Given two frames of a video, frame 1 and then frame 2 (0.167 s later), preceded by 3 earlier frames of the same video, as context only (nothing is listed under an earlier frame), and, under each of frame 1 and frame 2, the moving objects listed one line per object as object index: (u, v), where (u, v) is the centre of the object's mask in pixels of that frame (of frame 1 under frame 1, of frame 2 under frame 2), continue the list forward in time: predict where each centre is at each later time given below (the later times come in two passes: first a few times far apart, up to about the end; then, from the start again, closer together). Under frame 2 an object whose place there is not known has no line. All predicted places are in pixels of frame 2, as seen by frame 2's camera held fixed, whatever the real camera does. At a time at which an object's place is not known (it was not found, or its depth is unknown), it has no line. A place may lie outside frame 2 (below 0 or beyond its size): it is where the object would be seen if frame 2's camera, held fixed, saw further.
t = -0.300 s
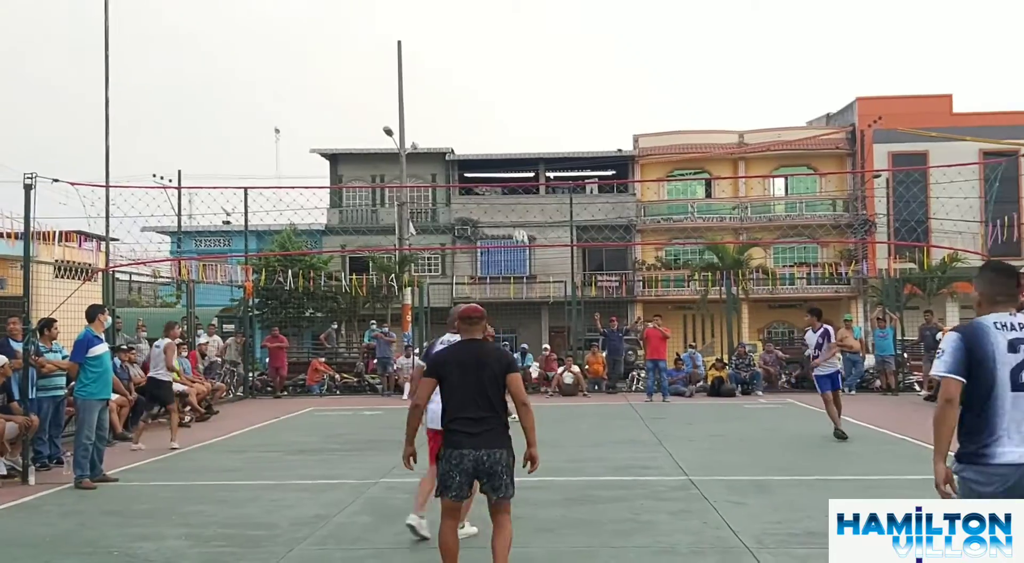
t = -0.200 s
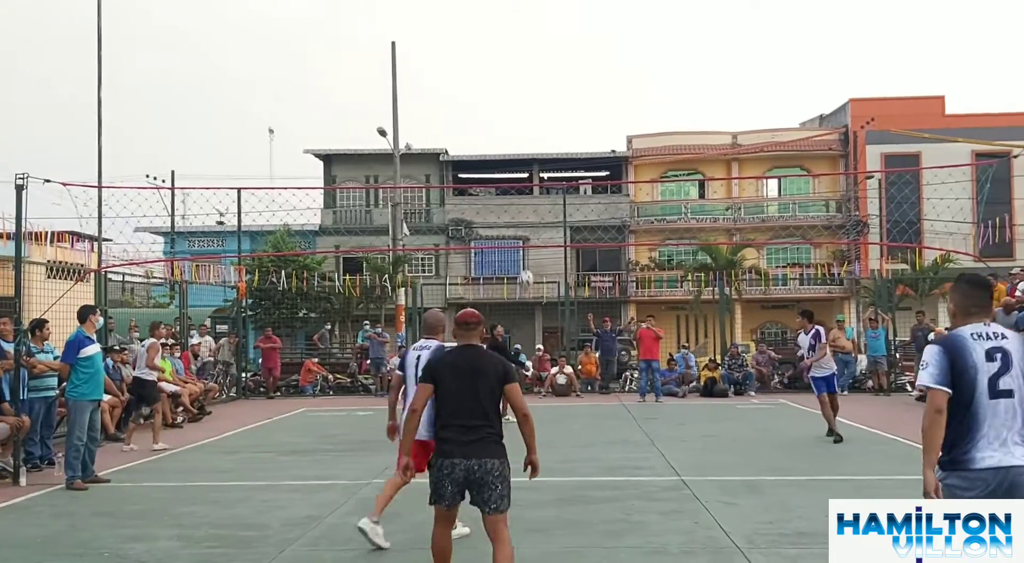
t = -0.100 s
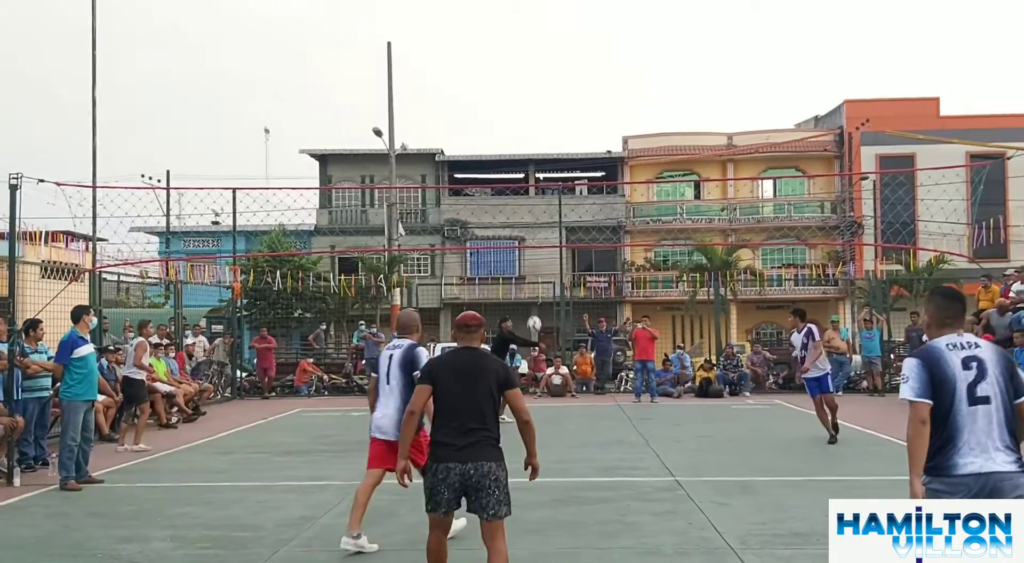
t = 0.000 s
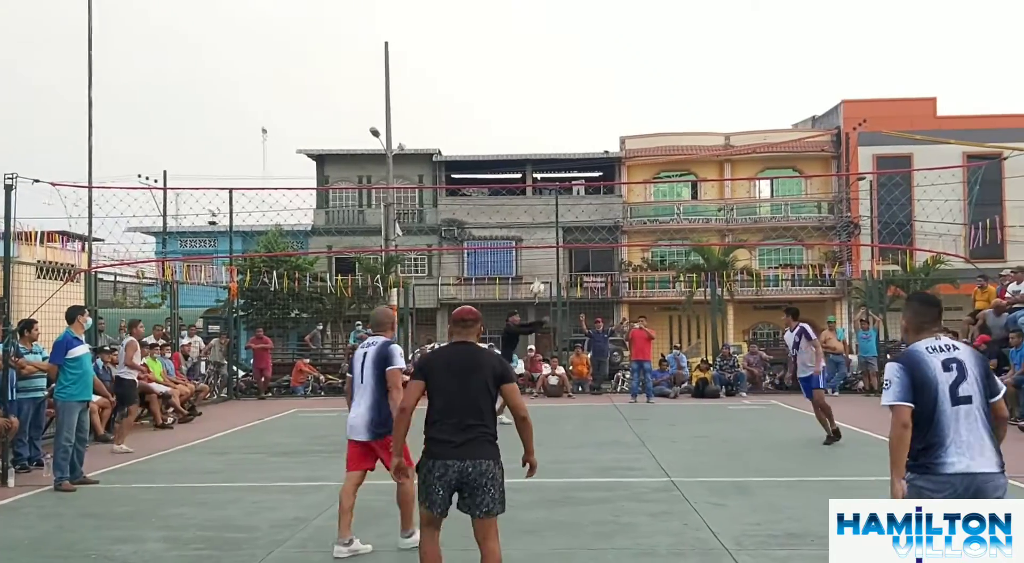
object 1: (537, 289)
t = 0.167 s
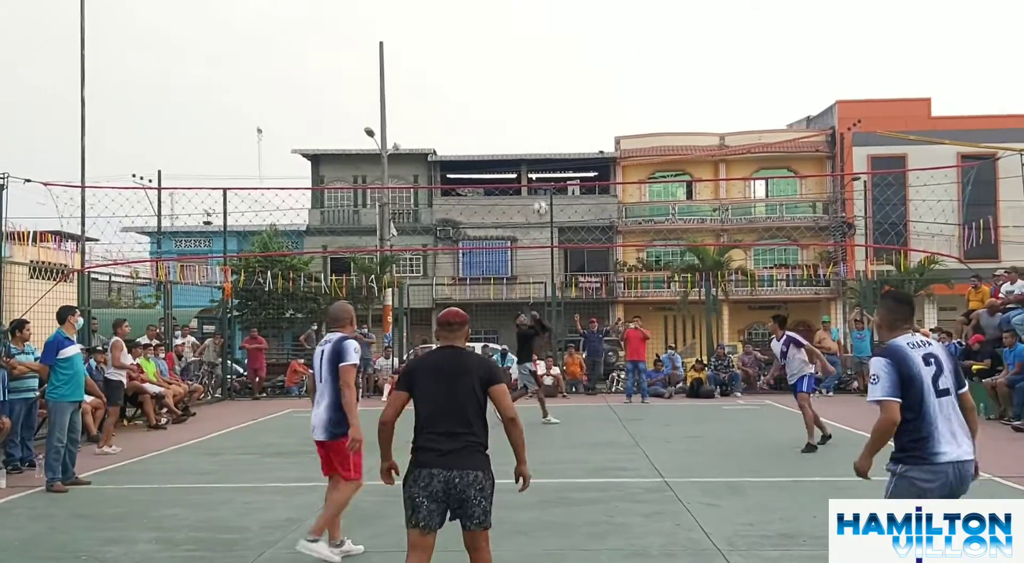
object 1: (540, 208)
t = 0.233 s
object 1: (543, 179)
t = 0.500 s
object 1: (556, 91)
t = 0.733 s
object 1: (568, 47)
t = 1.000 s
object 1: (585, 43)
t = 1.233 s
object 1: (602, 84)
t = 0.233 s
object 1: (543, 179)
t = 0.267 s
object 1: (544, 166)
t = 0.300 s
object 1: (546, 155)
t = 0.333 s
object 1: (547, 142)
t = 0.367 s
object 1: (548, 131)
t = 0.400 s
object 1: (550, 120)
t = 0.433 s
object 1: (552, 109)
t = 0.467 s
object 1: (554, 100)
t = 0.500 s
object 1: (556, 91)
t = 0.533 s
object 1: (558, 83)
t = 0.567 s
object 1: (559, 76)
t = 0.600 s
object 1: (561, 68)
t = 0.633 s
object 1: (563, 62)
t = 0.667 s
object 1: (565, 56)
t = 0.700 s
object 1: (567, 52)
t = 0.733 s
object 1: (568, 47)
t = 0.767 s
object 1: (570, 44)
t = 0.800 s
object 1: (572, 41)
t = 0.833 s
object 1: (574, 40)
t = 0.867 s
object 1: (577, 39)
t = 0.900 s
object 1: (579, 39)
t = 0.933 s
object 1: (580, 39)
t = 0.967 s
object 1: (583, 40)
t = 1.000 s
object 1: (585, 43)
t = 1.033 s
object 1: (587, 46)
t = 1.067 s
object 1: (589, 50)
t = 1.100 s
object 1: (592, 55)
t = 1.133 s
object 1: (595, 61)
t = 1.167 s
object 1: (597, 68)
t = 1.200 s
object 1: (599, 75)
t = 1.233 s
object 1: (602, 84)
